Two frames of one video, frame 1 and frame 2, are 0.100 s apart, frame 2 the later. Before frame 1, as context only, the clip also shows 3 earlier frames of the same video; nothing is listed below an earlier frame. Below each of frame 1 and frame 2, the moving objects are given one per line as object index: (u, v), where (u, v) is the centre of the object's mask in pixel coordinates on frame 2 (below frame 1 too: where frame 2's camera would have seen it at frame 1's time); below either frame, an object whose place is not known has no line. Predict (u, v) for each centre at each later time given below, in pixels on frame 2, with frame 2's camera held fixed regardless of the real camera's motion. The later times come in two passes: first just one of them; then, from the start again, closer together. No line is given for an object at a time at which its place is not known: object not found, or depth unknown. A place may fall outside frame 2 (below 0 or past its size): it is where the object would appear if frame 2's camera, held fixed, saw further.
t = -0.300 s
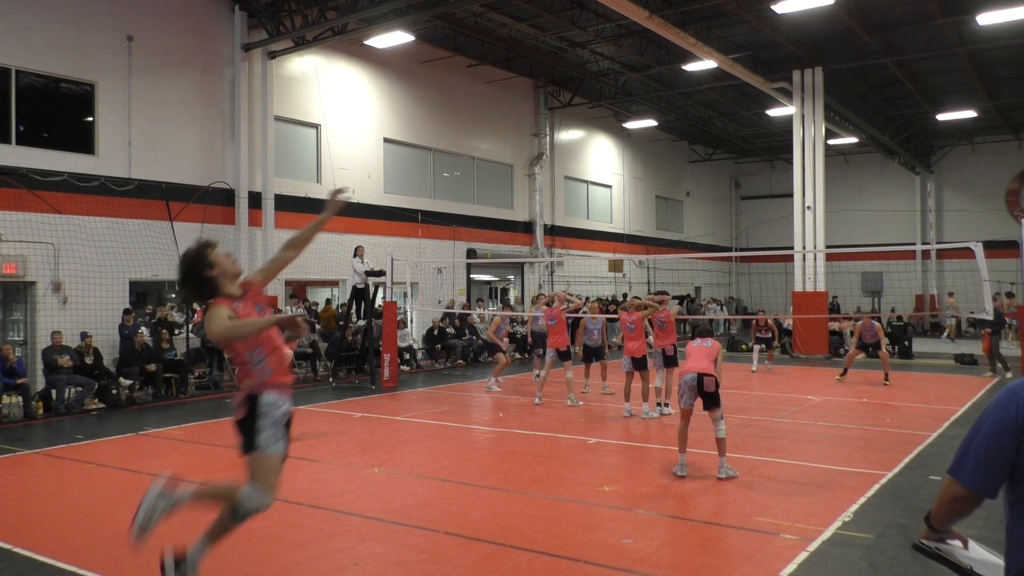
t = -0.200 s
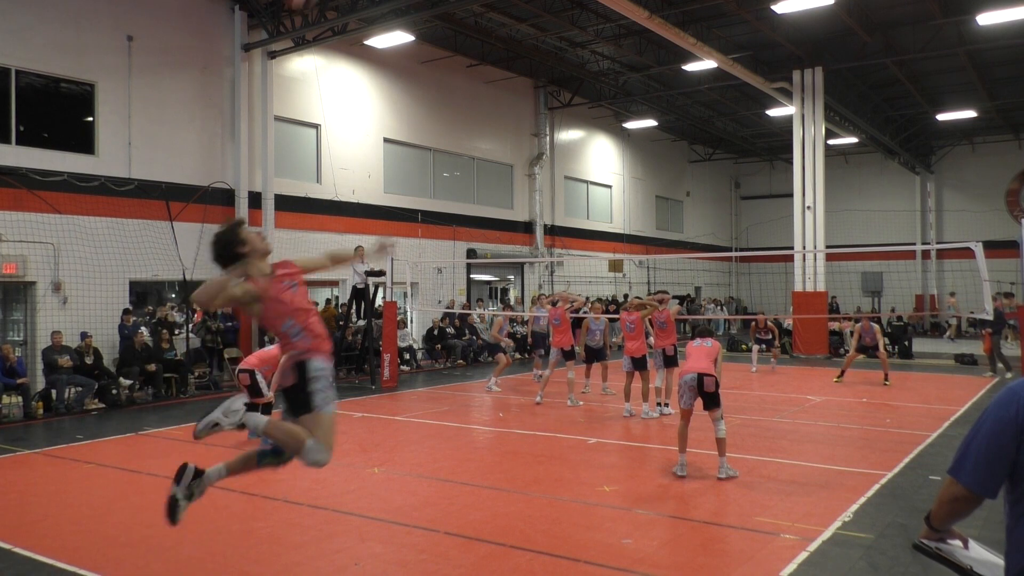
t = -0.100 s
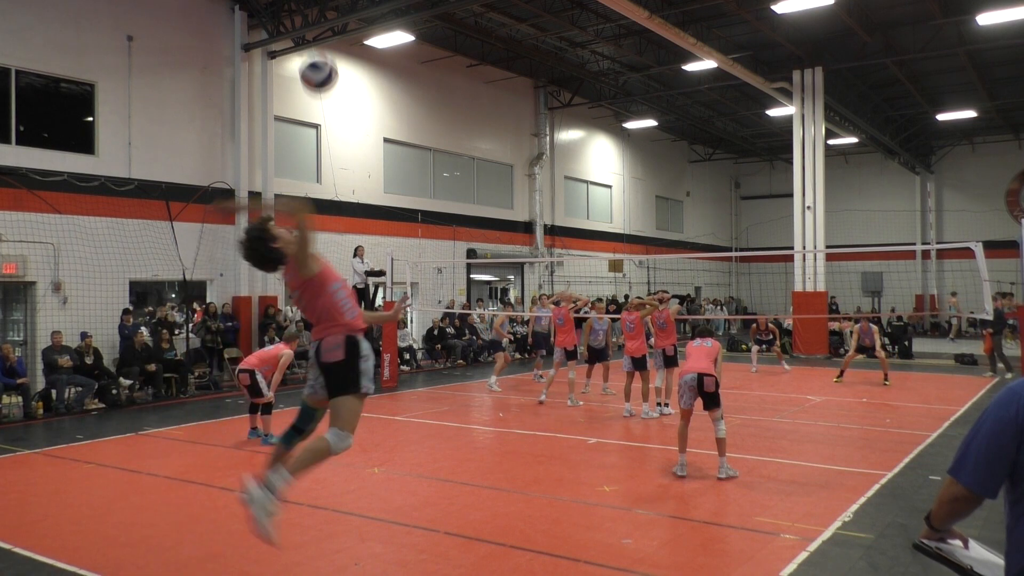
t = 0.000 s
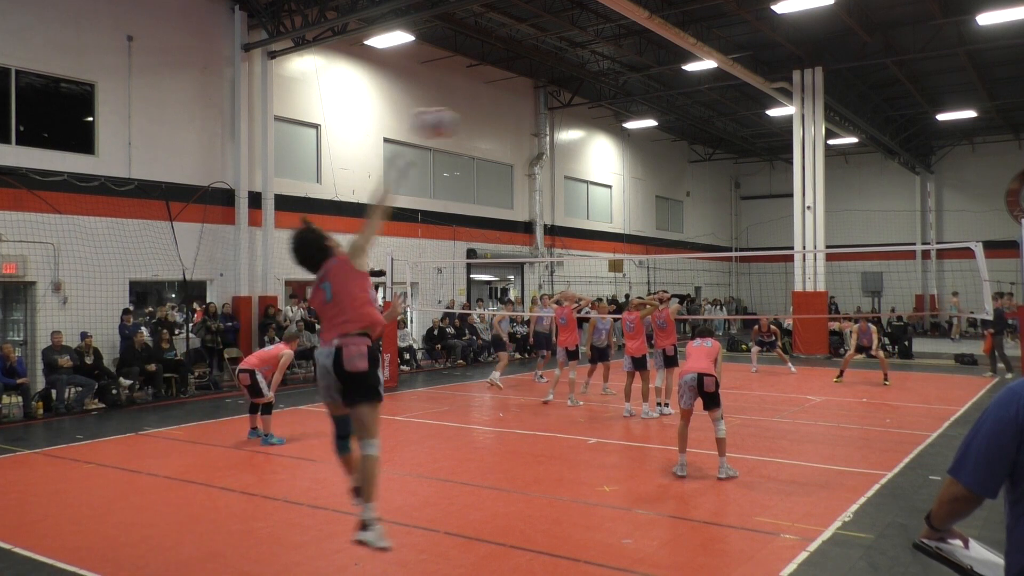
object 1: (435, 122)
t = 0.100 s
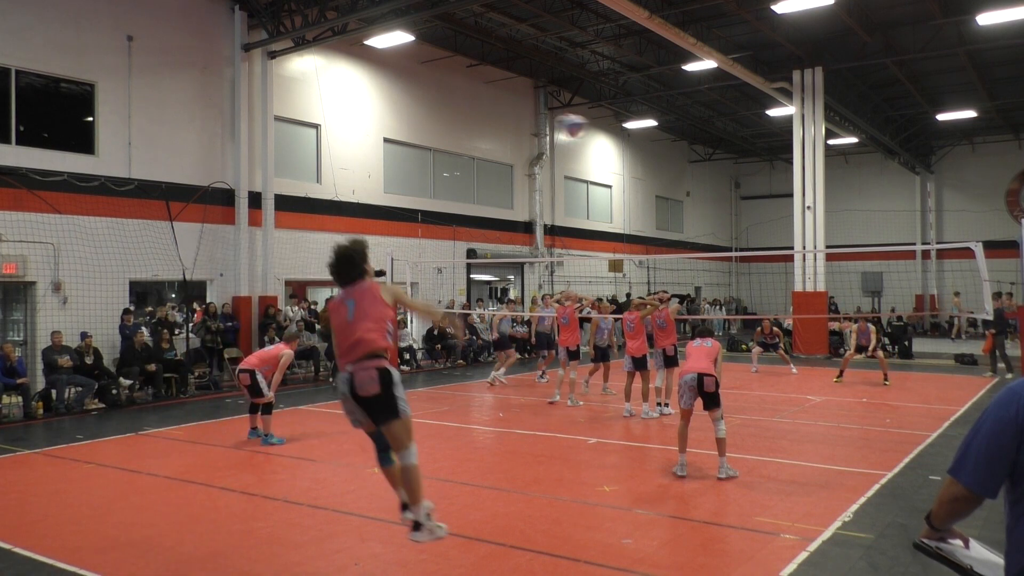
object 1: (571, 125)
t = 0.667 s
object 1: (771, 271)
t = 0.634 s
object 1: (766, 260)
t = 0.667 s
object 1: (771, 271)
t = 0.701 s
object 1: (774, 281)
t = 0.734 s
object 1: (778, 291)
